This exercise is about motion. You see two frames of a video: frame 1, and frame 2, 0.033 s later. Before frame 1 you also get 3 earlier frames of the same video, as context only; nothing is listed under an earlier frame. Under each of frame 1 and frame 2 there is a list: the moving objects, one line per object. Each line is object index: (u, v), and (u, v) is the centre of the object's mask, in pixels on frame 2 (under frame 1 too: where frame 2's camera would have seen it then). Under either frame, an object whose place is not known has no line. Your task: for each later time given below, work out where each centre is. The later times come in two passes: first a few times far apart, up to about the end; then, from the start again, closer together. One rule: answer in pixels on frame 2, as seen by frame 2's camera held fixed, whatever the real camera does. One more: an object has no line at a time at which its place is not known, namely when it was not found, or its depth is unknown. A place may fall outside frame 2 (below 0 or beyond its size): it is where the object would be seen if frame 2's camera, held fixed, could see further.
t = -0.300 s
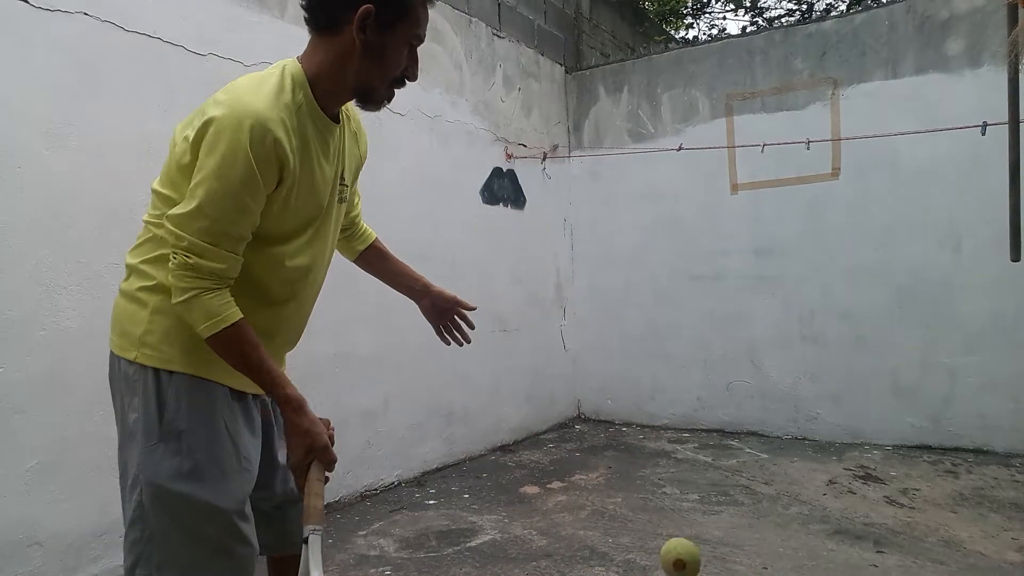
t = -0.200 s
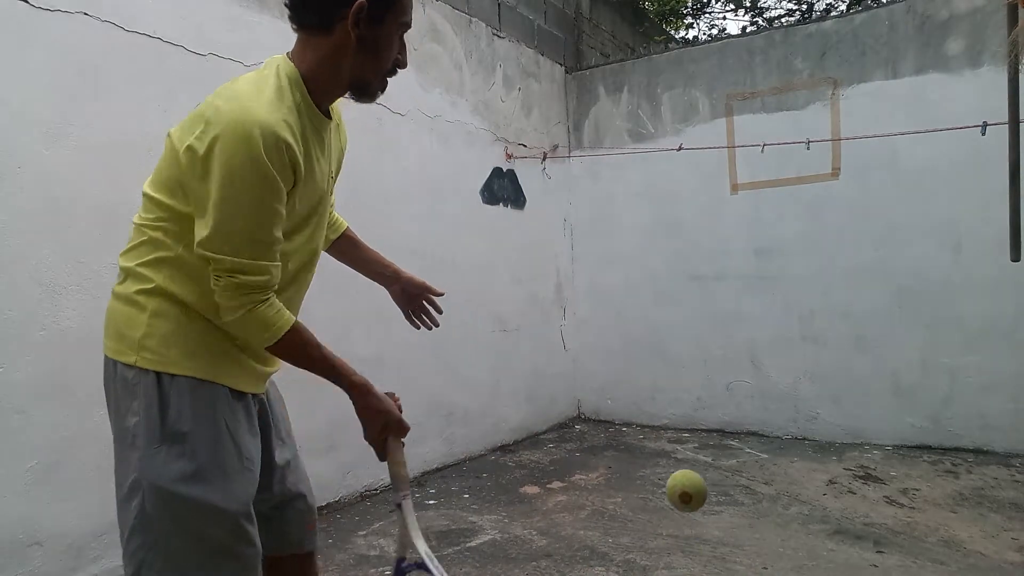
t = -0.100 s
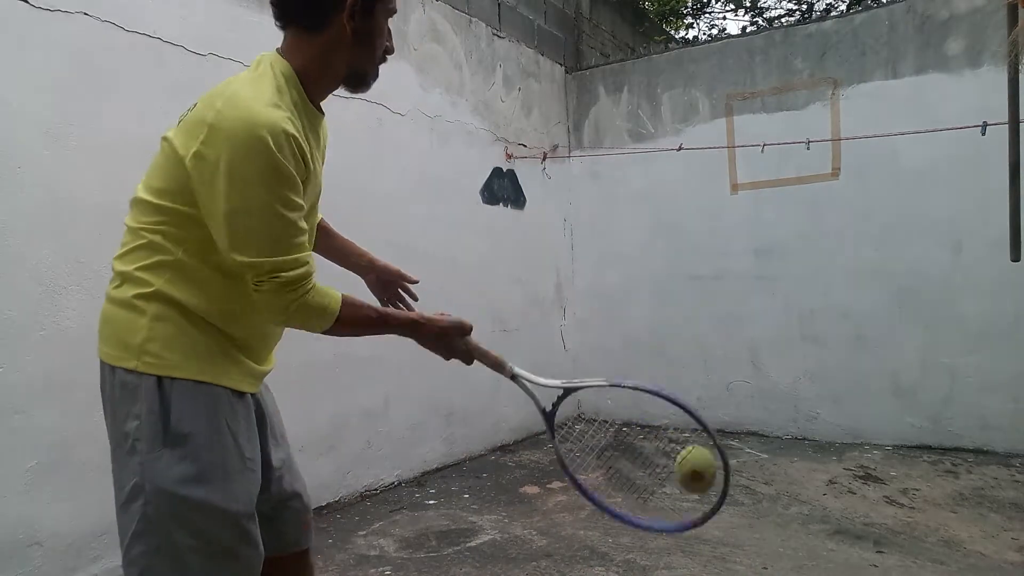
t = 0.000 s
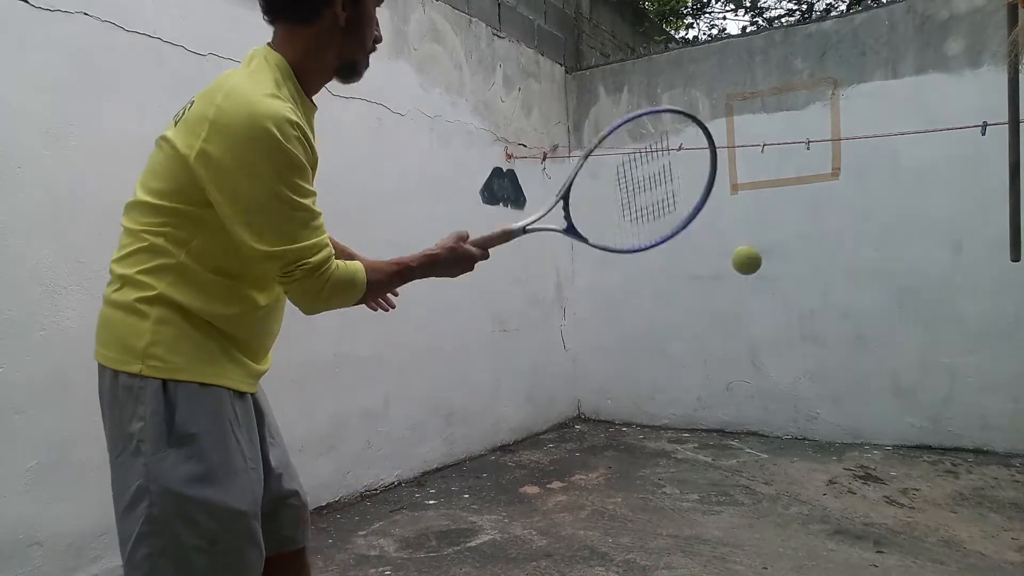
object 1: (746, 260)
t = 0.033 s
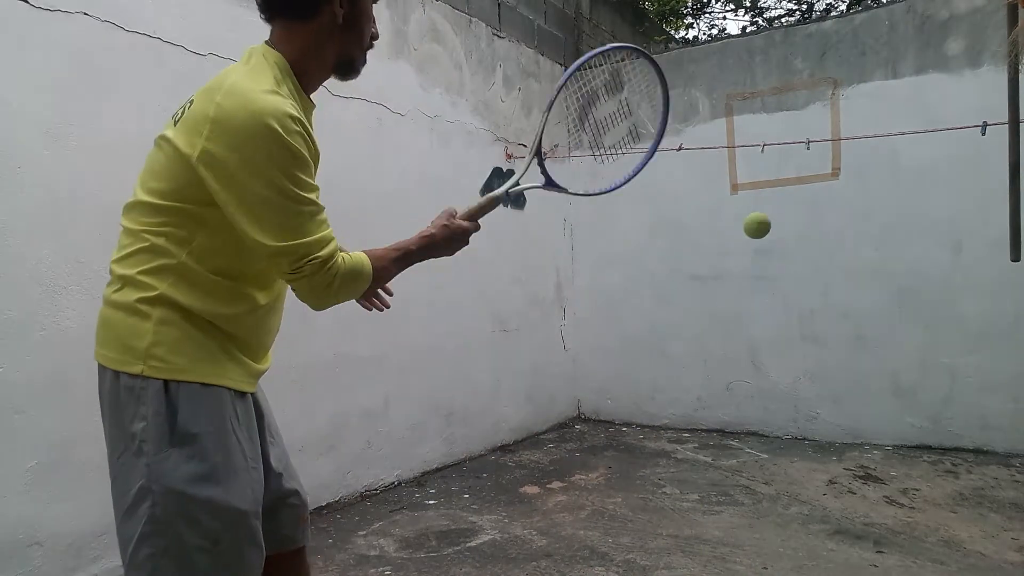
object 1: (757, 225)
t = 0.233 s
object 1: (794, 161)
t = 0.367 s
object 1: (809, 180)
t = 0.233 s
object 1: (794, 161)
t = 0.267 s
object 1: (798, 162)
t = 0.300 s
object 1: (801, 167)
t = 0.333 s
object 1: (804, 172)
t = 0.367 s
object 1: (809, 180)
